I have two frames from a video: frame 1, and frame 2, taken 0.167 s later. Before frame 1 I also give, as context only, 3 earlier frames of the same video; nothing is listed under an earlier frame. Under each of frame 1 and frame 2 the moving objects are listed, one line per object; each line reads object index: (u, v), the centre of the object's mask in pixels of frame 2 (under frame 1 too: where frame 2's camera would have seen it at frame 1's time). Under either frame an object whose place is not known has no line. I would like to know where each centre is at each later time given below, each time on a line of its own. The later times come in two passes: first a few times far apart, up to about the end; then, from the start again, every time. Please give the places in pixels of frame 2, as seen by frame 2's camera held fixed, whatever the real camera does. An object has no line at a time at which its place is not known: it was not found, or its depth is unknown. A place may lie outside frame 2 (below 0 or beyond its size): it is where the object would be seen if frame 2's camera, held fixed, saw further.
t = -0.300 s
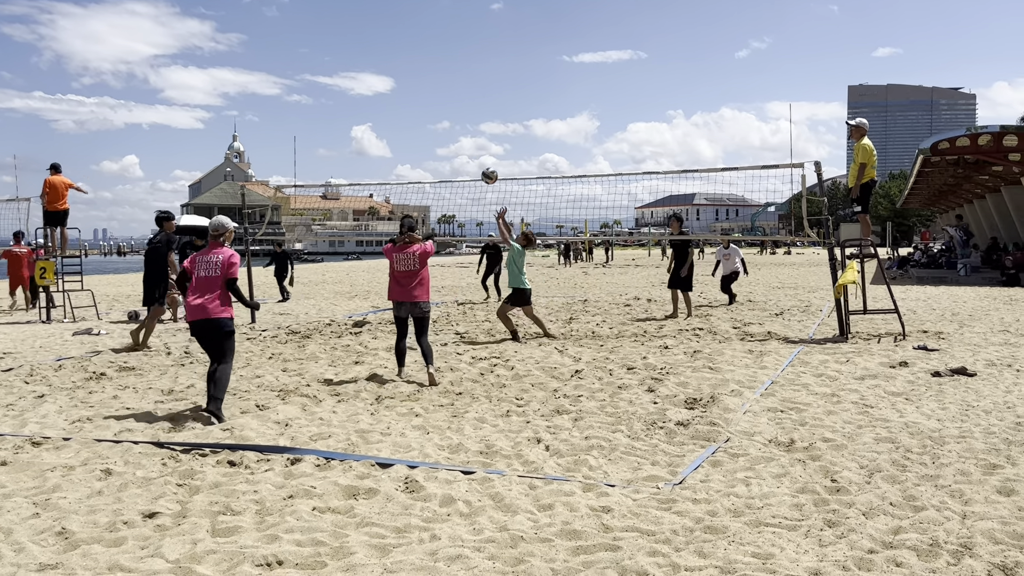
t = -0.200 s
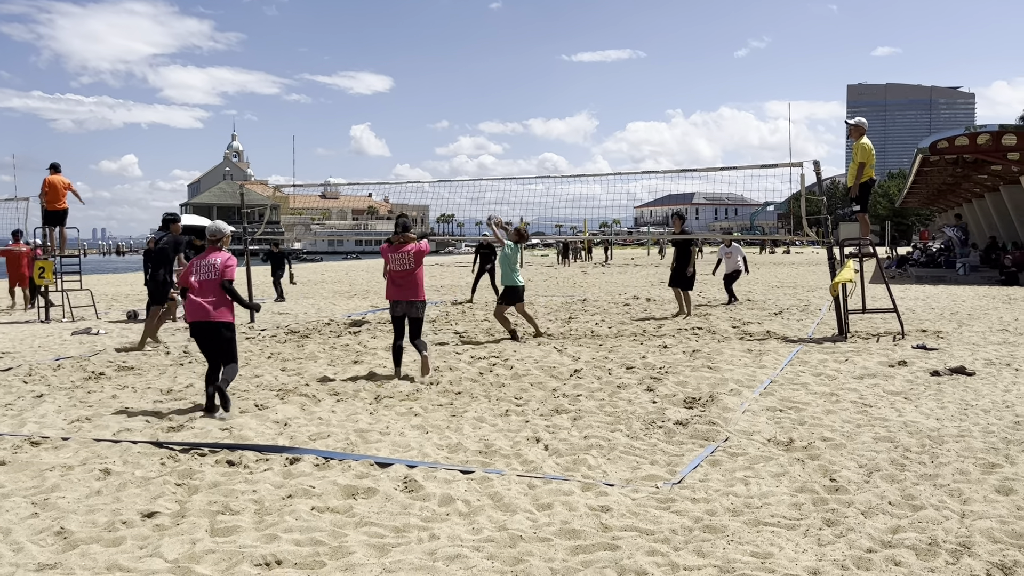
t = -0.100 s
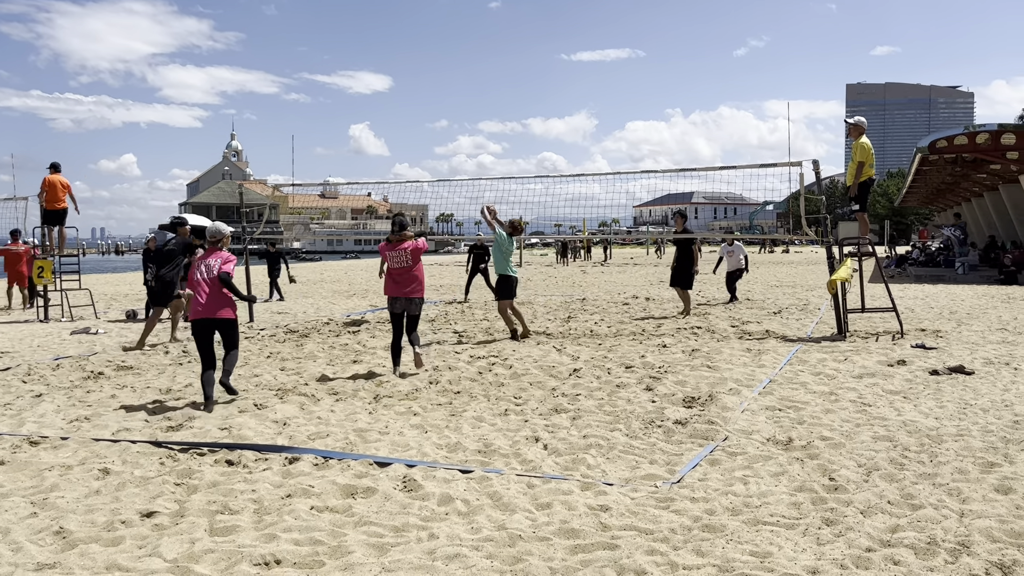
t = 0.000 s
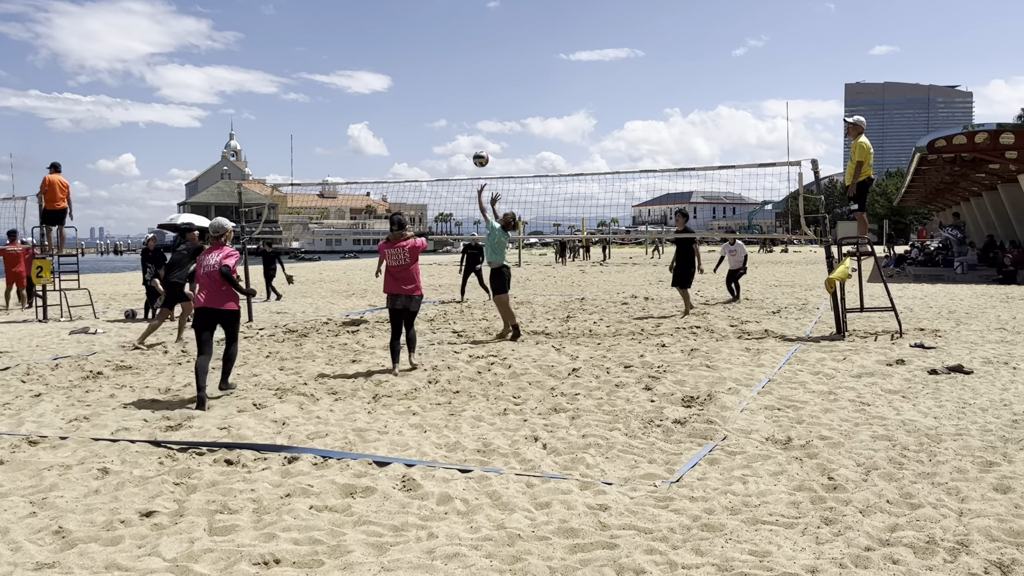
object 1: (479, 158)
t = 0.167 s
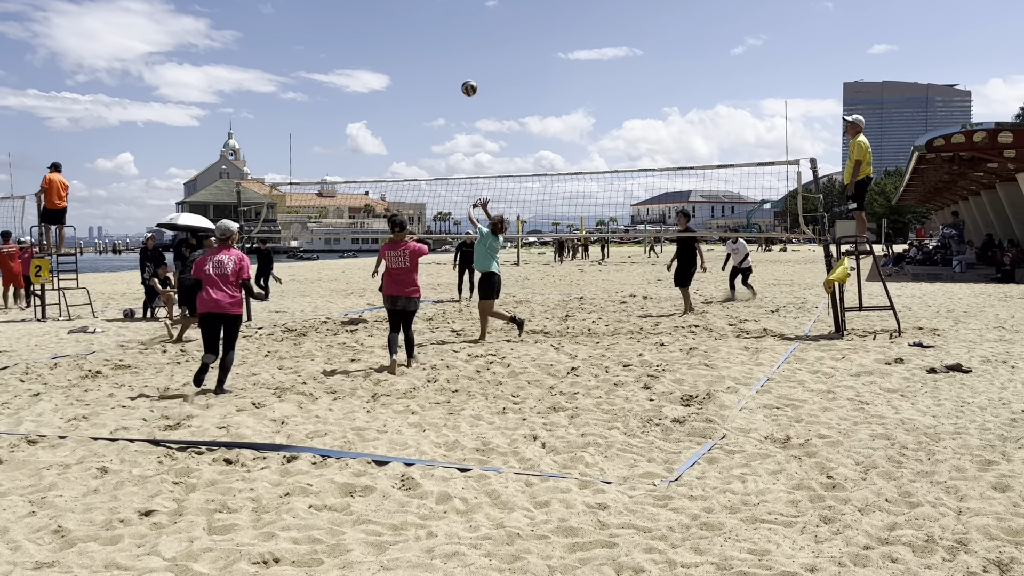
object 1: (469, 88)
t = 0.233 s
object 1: (466, 67)
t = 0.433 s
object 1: (456, 29)
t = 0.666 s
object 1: (443, 23)
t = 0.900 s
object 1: (430, 53)
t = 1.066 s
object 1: (421, 95)
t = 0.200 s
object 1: (468, 77)
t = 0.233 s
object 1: (466, 67)
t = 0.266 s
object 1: (464, 58)
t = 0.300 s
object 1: (463, 51)
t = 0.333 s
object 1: (461, 44)
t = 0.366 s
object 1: (459, 38)
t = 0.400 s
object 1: (458, 33)
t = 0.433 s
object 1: (456, 29)
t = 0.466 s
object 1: (454, 25)
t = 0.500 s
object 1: (452, 23)
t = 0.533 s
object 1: (450, 21)
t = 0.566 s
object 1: (448, 20)
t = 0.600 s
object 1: (447, 20)
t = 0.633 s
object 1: (445, 21)
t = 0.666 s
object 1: (443, 23)
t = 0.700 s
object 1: (442, 25)
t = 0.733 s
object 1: (440, 28)
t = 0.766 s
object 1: (438, 32)
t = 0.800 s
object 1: (436, 36)
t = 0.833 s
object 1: (434, 41)
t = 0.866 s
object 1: (432, 47)
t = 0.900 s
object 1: (430, 53)
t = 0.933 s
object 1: (428, 60)
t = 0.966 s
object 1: (426, 68)
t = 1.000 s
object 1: (425, 76)
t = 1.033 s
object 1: (423, 85)
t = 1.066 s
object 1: (421, 95)
